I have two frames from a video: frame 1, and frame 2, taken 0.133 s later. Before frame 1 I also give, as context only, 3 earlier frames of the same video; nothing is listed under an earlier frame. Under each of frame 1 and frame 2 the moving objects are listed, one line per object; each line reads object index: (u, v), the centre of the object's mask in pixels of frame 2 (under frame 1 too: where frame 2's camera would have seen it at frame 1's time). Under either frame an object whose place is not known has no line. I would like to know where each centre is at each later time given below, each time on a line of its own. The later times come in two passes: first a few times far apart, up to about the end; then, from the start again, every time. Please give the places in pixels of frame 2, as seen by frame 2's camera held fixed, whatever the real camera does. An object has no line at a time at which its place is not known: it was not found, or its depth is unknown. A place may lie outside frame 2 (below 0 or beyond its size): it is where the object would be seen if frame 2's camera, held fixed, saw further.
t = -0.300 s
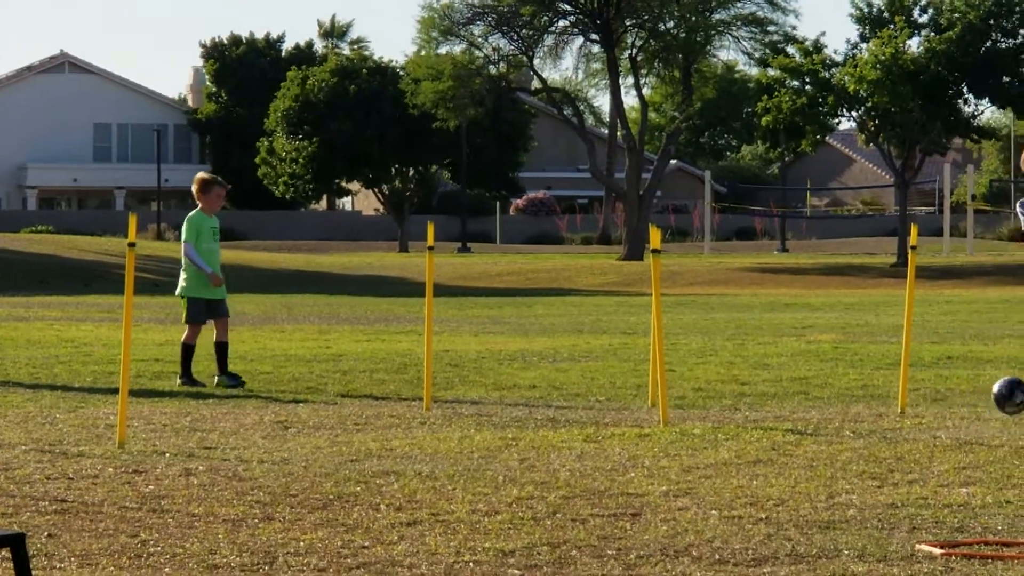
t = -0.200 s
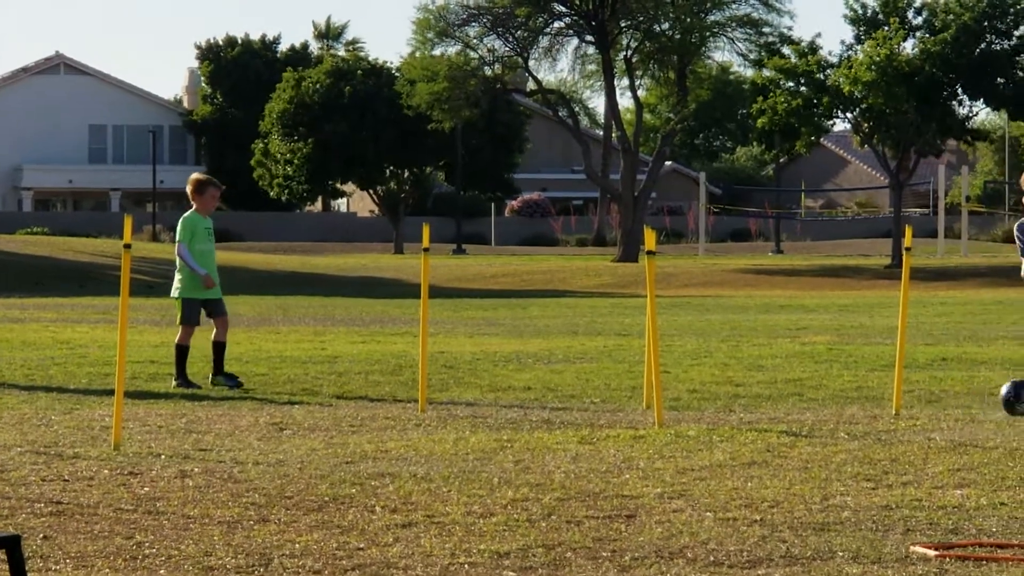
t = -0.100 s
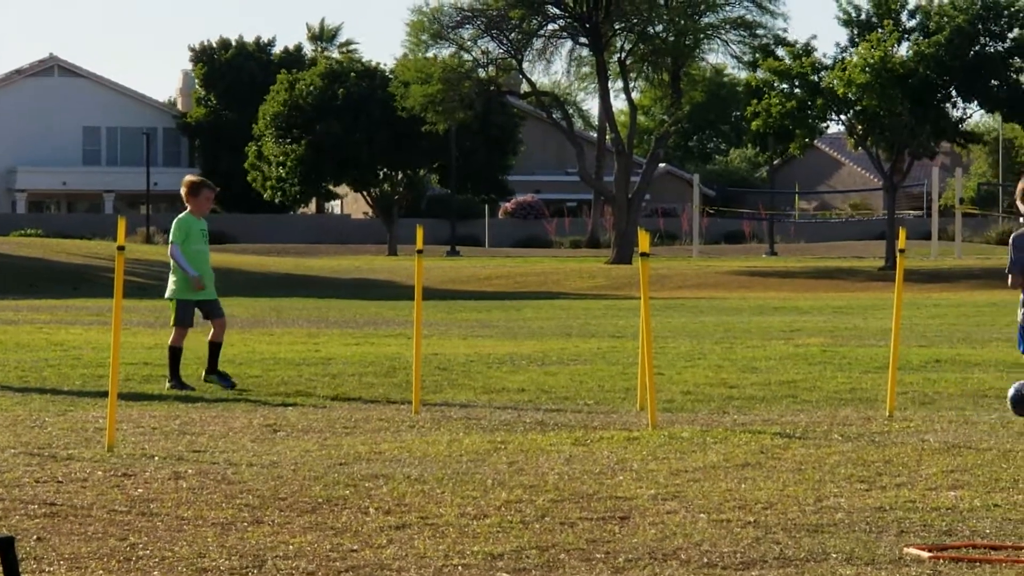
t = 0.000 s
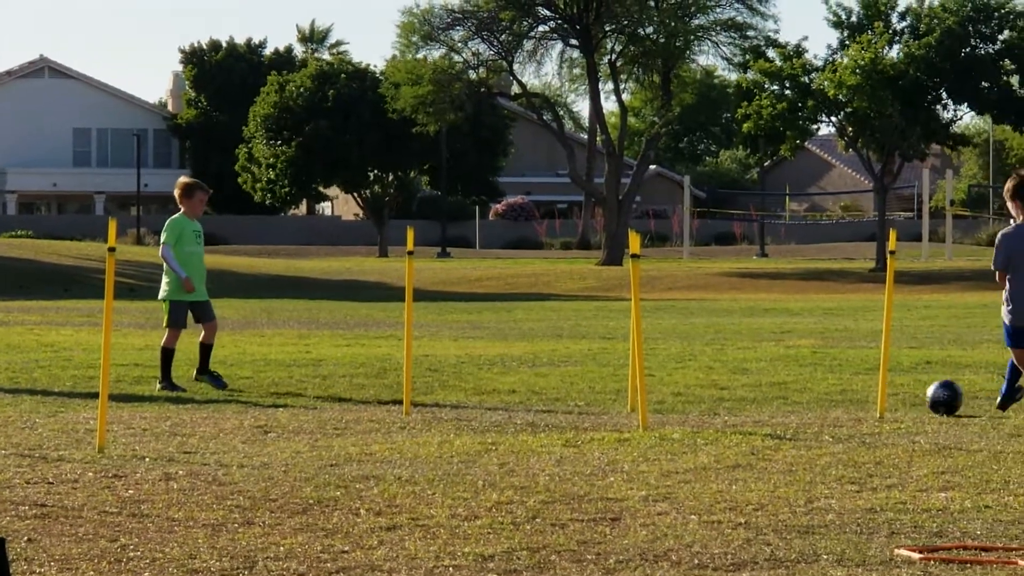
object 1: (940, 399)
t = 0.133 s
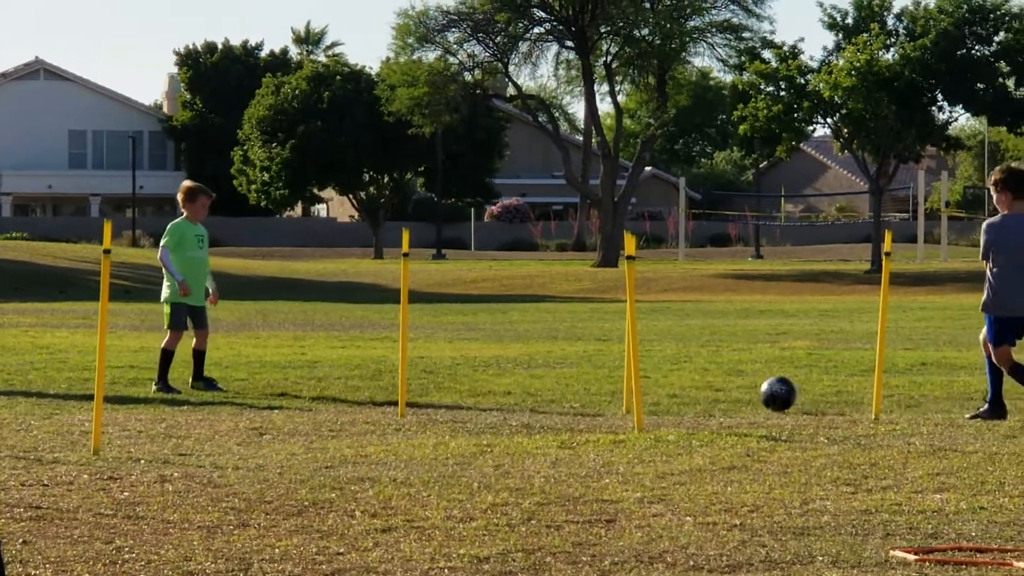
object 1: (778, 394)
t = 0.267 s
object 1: (649, 391)
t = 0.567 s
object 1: (420, 372)
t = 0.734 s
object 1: (325, 378)
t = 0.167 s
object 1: (743, 391)
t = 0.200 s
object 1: (708, 390)
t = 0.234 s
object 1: (674, 391)
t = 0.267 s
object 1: (649, 391)
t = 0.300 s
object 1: (611, 387)
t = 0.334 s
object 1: (586, 383)
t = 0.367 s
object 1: (559, 380)
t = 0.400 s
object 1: (533, 380)
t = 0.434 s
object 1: (507, 381)
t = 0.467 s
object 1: (482, 383)
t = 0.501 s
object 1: (459, 381)
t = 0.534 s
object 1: (439, 377)
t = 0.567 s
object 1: (420, 372)
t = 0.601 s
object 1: (398, 371)
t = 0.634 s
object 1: (380, 370)
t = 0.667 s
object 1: (362, 372)
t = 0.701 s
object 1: (343, 376)
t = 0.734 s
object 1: (325, 378)
